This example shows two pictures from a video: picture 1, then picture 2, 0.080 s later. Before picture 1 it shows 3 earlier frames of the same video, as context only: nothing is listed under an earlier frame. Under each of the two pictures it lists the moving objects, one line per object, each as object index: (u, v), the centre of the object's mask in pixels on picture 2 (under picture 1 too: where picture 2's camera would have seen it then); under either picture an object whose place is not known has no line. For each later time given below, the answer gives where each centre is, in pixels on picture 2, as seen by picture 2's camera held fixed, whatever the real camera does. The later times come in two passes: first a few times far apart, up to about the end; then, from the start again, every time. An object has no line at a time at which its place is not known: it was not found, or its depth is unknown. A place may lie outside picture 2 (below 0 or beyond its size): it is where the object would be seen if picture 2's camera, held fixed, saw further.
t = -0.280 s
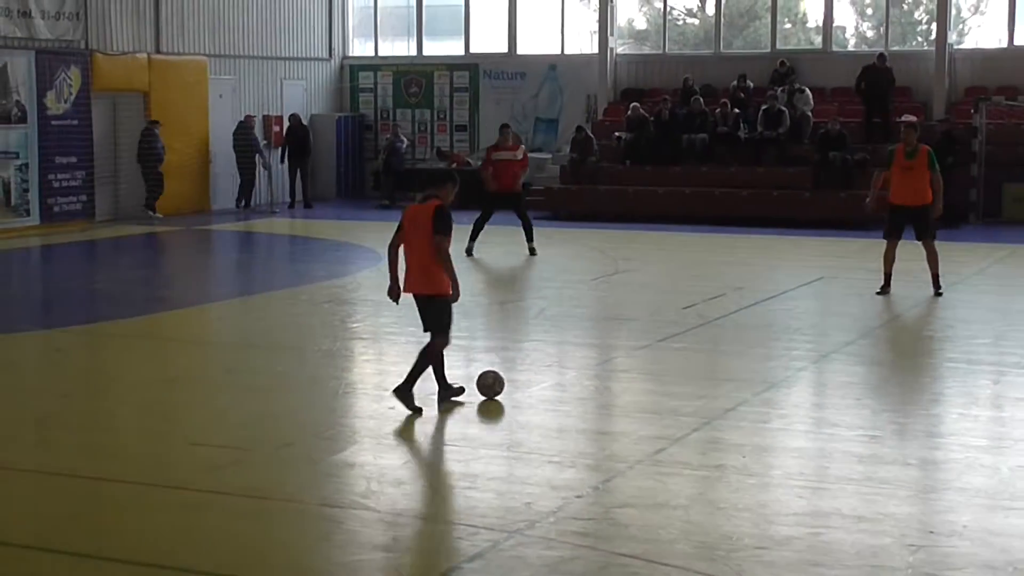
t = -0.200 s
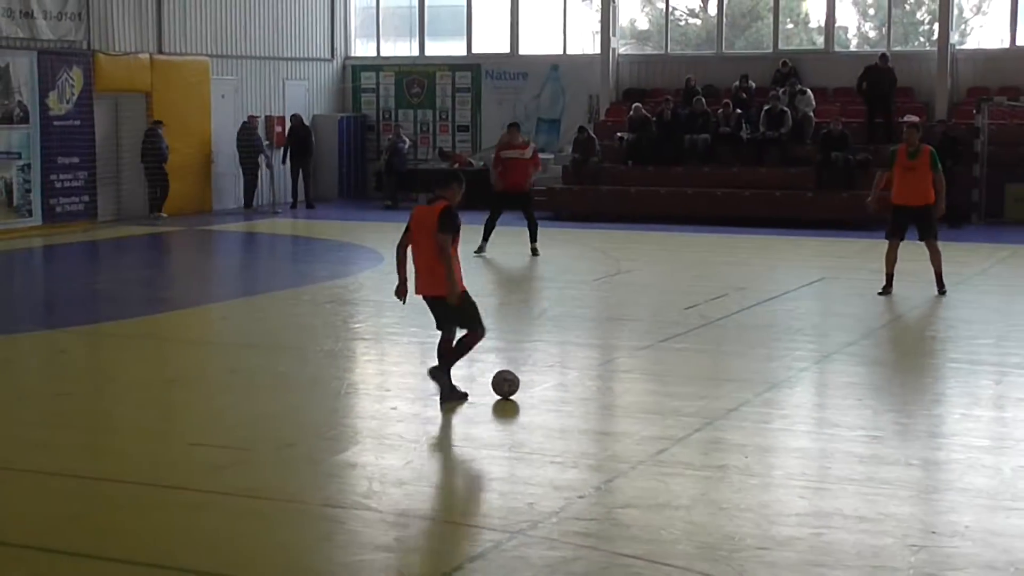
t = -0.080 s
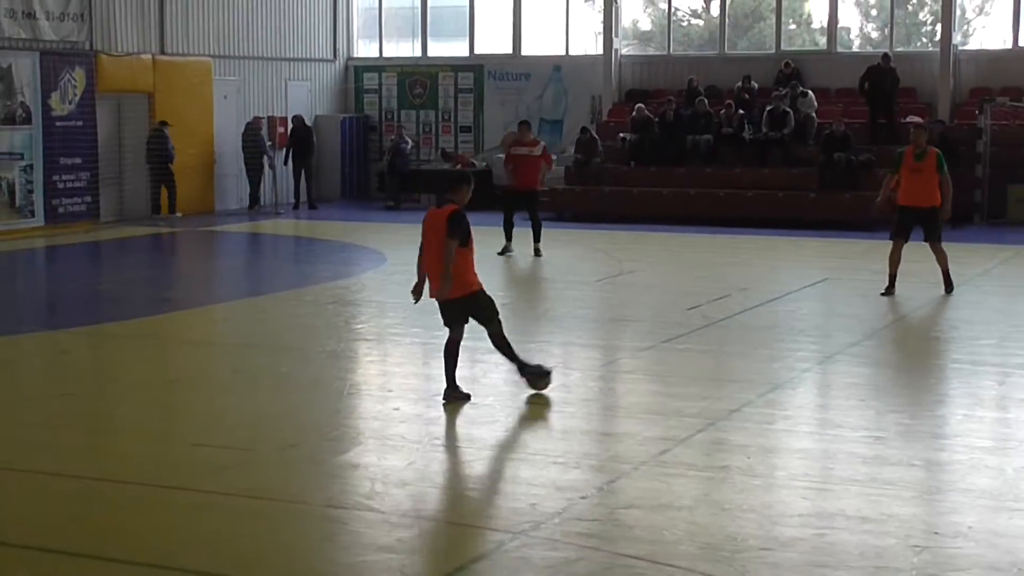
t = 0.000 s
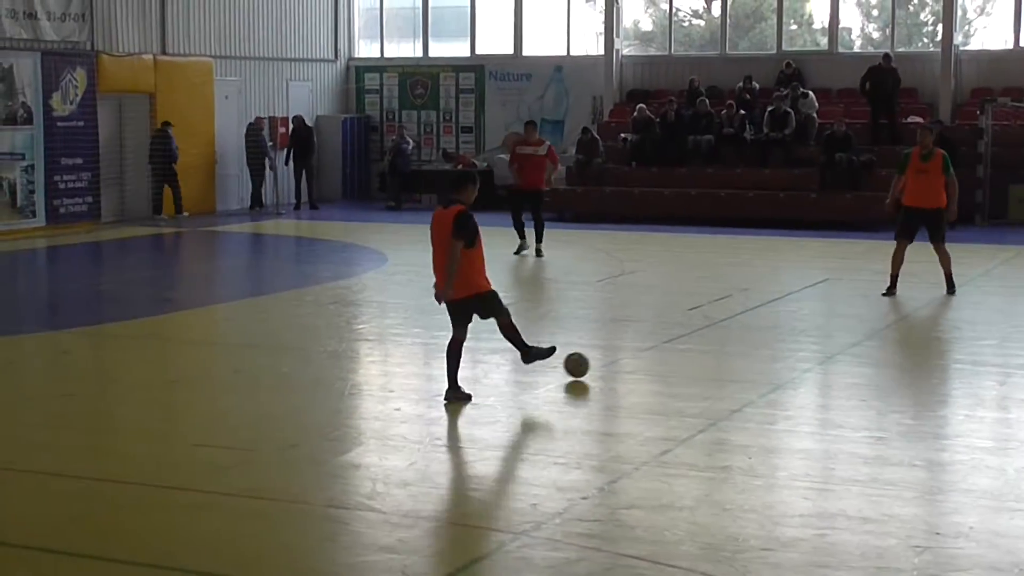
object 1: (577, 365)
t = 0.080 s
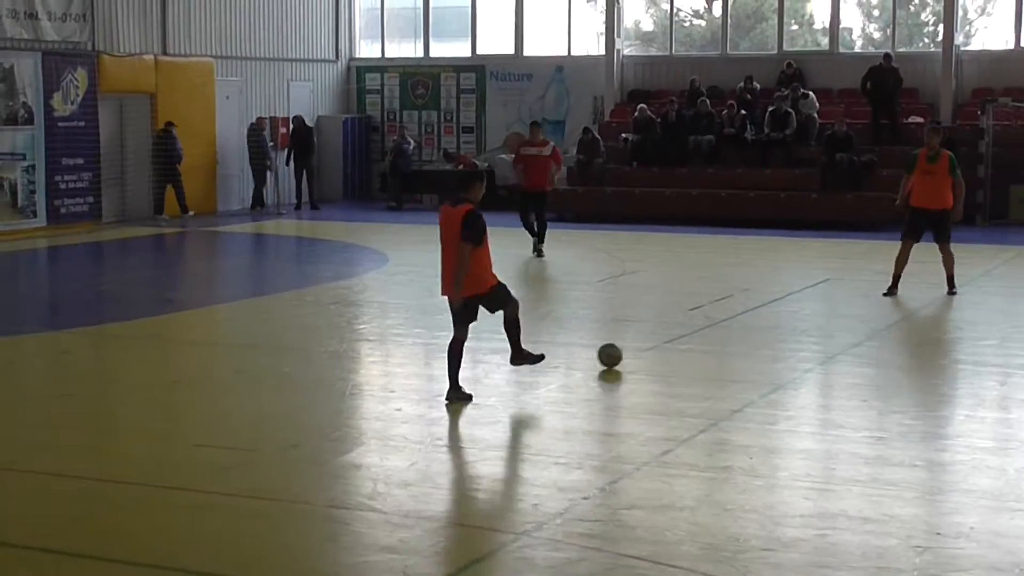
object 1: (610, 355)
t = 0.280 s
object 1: (671, 335)
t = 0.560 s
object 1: (727, 315)
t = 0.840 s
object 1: (771, 297)
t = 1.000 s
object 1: (793, 288)
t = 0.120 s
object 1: (624, 351)
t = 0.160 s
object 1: (637, 346)
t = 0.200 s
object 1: (649, 342)
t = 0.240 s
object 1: (660, 338)
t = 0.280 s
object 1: (671, 335)
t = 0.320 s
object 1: (681, 331)
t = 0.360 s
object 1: (689, 328)
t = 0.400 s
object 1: (698, 325)
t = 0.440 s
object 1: (705, 322)
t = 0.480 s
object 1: (712, 320)
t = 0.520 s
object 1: (720, 317)
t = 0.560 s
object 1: (727, 315)
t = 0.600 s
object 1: (734, 312)
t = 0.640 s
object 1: (741, 309)
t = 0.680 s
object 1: (747, 306)
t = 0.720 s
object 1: (753, 304)
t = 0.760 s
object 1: (759, 301)
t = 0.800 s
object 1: (765, 300)
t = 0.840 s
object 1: (771, 297)
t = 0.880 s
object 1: (777, 294)
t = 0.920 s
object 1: (782, 294)
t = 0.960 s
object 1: (787, 291)
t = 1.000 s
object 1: (793, 288)
